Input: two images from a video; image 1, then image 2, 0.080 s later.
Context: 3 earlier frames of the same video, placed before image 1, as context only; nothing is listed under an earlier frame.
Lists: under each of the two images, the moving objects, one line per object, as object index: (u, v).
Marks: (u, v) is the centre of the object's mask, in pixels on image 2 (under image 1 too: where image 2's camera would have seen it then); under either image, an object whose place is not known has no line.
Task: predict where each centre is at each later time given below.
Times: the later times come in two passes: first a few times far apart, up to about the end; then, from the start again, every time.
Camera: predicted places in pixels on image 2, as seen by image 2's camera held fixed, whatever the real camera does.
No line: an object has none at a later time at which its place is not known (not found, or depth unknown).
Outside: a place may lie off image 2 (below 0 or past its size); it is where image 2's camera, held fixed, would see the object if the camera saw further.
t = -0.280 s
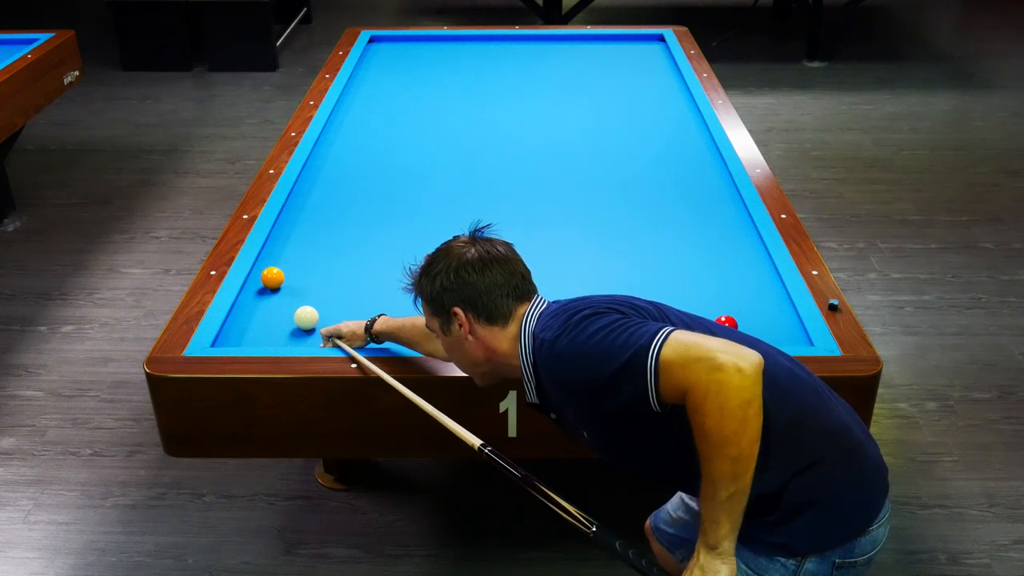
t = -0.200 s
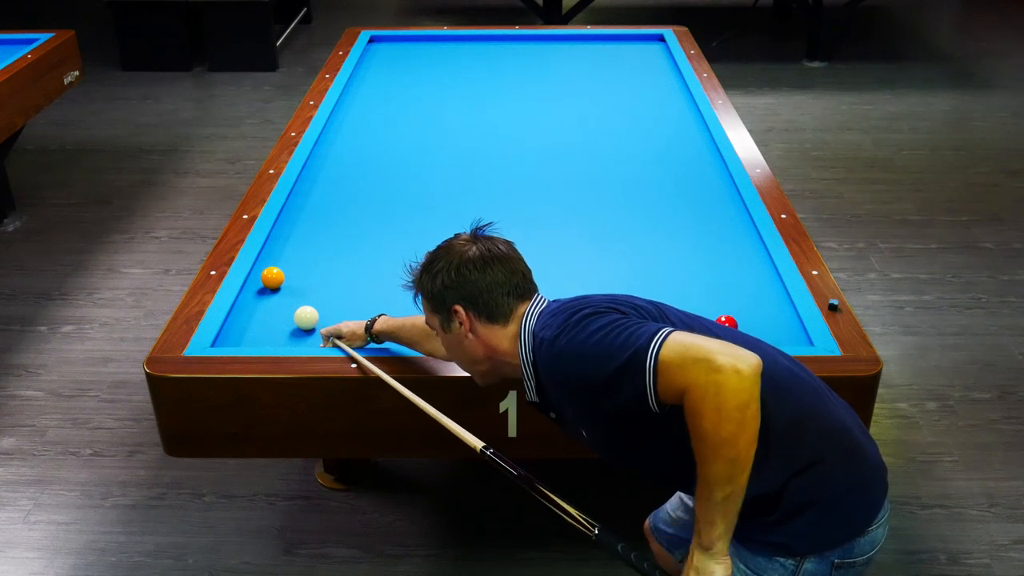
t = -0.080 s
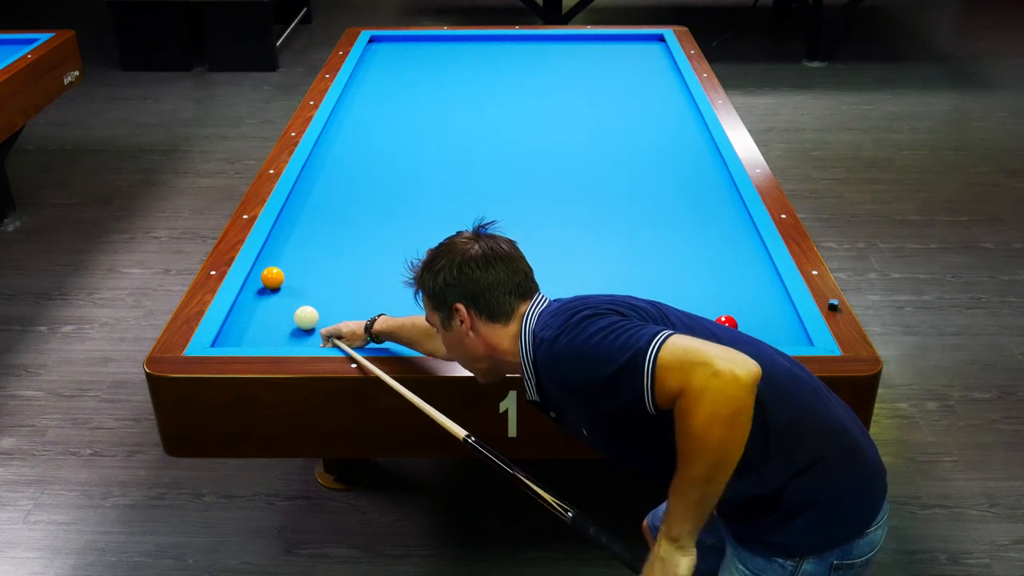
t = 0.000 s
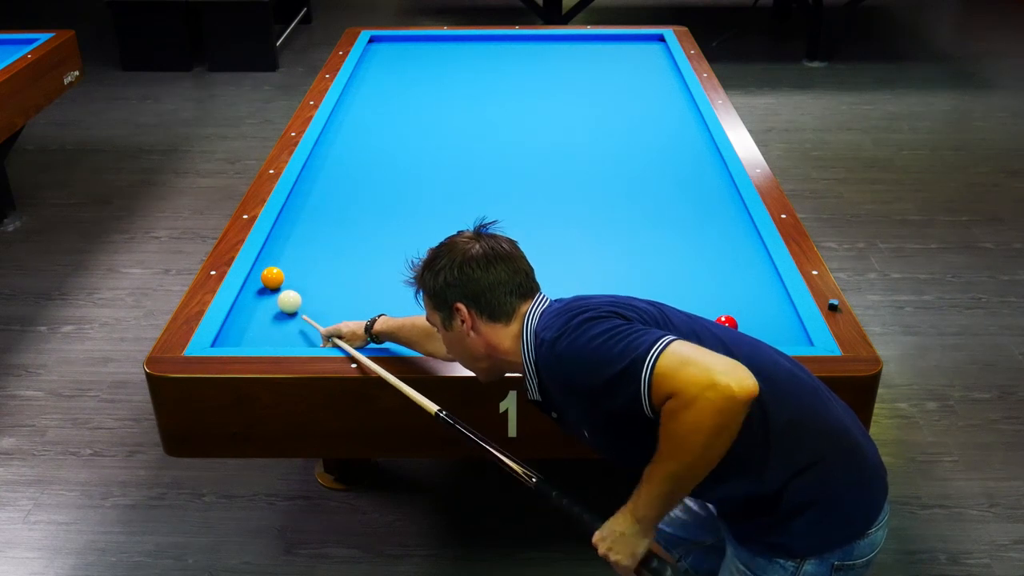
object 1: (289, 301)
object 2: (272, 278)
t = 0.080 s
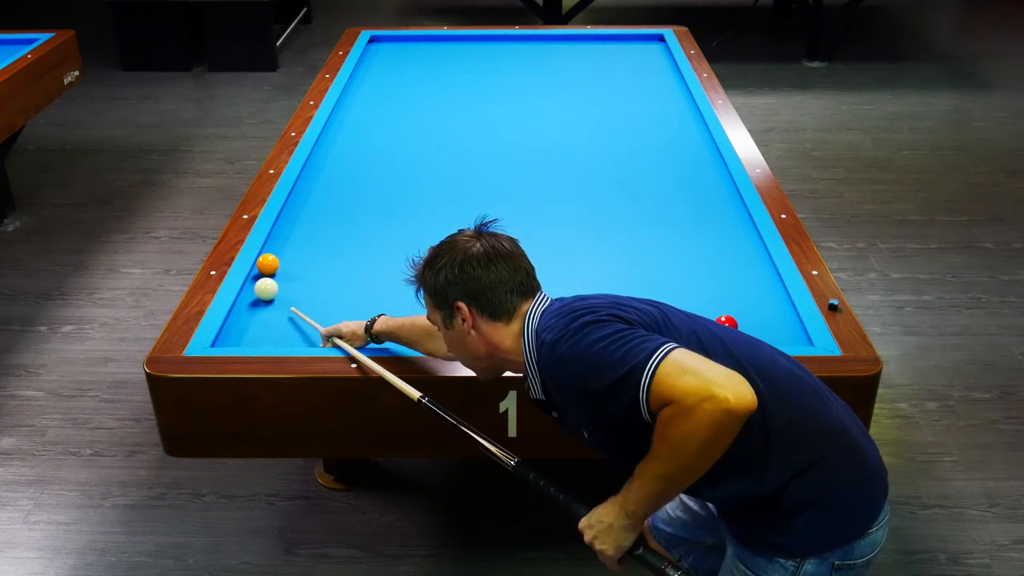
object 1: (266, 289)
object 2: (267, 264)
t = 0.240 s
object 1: (258, 292)
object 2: (306, 228)
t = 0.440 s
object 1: (274, 297)
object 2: (346, 197)
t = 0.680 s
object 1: (293, 303)
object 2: (387, 166)
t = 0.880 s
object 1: (308, 308)
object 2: (416, 143)
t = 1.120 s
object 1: (326, 313)
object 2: (447, 118)
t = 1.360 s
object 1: (343, 320)
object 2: (474, 97)
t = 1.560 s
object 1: (359, 323)
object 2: (495, 81)
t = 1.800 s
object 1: (375, 328)
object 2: (517, 64)
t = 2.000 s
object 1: (389, 332)
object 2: (533, 51)
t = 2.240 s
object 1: (404, 336)
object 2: (551, 37)
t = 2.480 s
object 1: (419, 338)
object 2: (568, 46)
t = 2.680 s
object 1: (431, 339)
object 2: (583, 52)
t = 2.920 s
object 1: (442, 338)
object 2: (602, 61)
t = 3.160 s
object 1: (453, 337)
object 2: (621, 70)
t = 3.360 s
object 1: (461, 335)
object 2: (638, 78)
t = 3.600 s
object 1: (469, 334)
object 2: (659, 87)
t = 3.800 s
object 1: (476, 333)
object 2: (676, 96)
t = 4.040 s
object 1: (482, 331)
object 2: (683, 106)
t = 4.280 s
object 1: (488, 330)
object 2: (678, 114)
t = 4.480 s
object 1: (492, 329)
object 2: (674, 121)
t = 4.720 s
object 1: (496, 328)
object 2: (669, 130)
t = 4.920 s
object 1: (499, 327)
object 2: (664, 138)
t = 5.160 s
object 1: (501, 327)
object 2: (659, 148)
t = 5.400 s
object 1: (503, 326)
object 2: (653, 158)
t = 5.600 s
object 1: (503, 326)
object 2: (648, 166)
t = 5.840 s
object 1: (503, 326)
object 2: (642, 176)
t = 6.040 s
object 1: (503, 326)
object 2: (637, 185)
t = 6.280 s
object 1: (503, 326)
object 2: (631, 195)
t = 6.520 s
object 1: (503, 326)
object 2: (625, 206)
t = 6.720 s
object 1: (503, 326)
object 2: (620, 215)
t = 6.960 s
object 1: (503, 326)
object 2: (613, 225)
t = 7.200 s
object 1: (503, 326)
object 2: (606, 236)
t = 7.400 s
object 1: (503, 326)
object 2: (601, 245)
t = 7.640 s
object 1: (503, 326)
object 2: (594, 256)
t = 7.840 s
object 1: (503, 326)
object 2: (589, 264)
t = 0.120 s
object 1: (258, 290)
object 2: (273, 253)
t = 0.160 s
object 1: (251, 290)
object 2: (285, 244)
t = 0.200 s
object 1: (255, 291)
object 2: (296, 236)
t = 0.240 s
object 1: (258, 292)
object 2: (306, 228)
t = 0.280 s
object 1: (262, 293)
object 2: (315, 222)
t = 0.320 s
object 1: (265, 294)
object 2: (323, 215)
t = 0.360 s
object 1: (268, 295)
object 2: (330, 209)
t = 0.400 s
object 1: (271, 296)
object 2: (338, 203)
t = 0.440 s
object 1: (274, 297)
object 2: (346, 197)
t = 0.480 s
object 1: (278, 298)
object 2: (353, 192)
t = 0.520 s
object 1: (281, 299)
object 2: (360, 186)
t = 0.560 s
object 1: (284, 300)
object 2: (367, 181)
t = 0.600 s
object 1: (287, 301)
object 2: (373, 176)
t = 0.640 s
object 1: (290, 302)
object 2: (380, 170)
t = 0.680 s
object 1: (293, 303)
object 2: (387, 166)
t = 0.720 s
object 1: (296, 304)
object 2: (393, 160)
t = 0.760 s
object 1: (299, 305)
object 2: (399, 156)
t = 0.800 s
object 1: (302, 306)
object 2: (404, 151)
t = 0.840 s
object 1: (305, 307)
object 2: (410, 147)
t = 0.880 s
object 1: (308, 308)
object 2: (416, 143)
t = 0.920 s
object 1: (312, 309)
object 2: (421, 138)
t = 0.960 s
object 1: (315, 310)
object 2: (427, 134)
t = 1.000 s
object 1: (318, 311)
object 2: (432, 130)
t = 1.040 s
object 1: (320, 311)
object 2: (437, 126)
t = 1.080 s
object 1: (323, 313)
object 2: (442, 122)
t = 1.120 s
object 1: (326, 313)
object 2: (447, 118)
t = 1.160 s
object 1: (329, 314)
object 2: (452, 114)
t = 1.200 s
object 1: (332, 315)
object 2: (456, 111)
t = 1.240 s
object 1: (335, 316)
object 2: (461, 107)
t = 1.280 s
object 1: (337, 317)
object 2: (466, 103)
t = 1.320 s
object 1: (341, 319)
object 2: (470, 100)
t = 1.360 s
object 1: (343, 320)
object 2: (474, 97)
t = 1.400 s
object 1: (347, 320)
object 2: (479, 93)
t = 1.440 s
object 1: (350, 320)
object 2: (483, 90)
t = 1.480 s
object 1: (353, 321)
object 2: (487, 87)
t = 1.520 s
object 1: (356, 322)
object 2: (491, 84)
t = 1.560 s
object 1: (359, 323)
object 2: (495, 81)
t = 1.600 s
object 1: (361, 324)
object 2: (499, 78)
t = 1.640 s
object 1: (364, 325)
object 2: (502, 75)
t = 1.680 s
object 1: (367, 326)
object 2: (506, 72)
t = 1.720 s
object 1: (370, 326)
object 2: (509, 69)
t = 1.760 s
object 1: (372, 327)
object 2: (513, 66)
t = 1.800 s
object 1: (375, 328)
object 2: (517, 64)
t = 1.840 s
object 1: (378, 329)
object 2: (520, 61)
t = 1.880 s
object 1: (381, 330)
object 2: (523, 59)
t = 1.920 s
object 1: (383, 330)
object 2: (527, 56)
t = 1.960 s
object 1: (386, 331)
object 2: (530, 53)
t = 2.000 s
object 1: (389, 332)
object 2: (533, 51)
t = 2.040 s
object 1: (391, 333)
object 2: (536, 49)
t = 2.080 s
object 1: (394, 334)
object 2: (539, 46)
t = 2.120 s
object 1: (396, 334)
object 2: (542, 44)
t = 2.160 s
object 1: (399, 335)
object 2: (545, 41)
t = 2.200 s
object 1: (402, 335)
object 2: (548, 39)
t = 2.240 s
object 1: (404, 336)
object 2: (551, 37)
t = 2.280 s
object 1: (407, 336)
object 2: (554, 38)
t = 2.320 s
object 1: (409, 337)
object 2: (556, 40)
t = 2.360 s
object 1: (412, 337)
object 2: (560, 42)
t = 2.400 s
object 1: (414, 338)
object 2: (562, 43)
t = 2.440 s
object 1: (417, 338)
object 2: (566, 44)
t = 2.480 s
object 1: (419, 338)
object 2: (568, 46)
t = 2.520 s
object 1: (422, 339)
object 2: (571, 47)
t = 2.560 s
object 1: (424, 339)
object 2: (574, 48)
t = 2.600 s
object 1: (426, 340)
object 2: (577, 50)
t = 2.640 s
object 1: (428, 340)
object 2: (580, 51)
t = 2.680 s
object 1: (431, 339)
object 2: (583, 52)
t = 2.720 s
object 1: (433, 339)
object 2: (586, 54)
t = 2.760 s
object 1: (435, 339)
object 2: (589, 55)
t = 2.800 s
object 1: (436, 339)
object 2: (593, 57)
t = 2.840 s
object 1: (438, 338)
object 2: (595, 58)
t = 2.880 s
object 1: (440, 338)
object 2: (599, 60)
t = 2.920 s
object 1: (442, 338)
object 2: (602, 61)
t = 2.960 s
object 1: (444, 337)
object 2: (605, 63)
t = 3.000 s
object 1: (446, 337)
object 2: (608, 64)
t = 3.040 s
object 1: (448, 337)
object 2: (611, 66)
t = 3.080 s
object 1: (449, 337)
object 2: (615, 67)
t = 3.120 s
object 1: (451, 337)
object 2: (618, 69)
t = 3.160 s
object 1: (453, 337)
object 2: (621, 70)
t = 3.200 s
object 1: (455, 336)
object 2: (624, 71)
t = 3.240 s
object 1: (456, 336)
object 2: (628, 73)
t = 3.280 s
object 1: (458, 336)
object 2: (631, 75)
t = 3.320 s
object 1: (459, 336)
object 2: (635, 76)
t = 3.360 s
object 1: (461, 335)
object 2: (638, 78)
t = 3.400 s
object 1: (462, 335)
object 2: (641, 79)
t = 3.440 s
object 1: (464, 335)
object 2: (645, 81)
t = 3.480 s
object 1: (465, 335)
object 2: (648, 82)
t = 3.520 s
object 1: (467, 334)
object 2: (652, 84)
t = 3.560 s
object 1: (468, 334)
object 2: (655, 86)
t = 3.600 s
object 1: (469, 334)
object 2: (659, 87)
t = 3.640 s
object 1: (471, 334)
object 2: (662, 89)
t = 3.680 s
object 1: (472, 334)
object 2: (666, 91)
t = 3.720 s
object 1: (473, 333)
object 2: (669, 92)
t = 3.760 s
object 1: (474, 333)
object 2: (673, 94)
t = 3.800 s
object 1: (476, 333)
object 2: (676, 96)
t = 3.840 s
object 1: (477, 332)
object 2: (680, 97)
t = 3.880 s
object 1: (478, 332)
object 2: (684, 99)
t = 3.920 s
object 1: (479, 332)
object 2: (686, 100)
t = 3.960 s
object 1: (480, 332)
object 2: (684, 103)
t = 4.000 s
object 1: (481, 331)
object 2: (682, 106)
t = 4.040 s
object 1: (482, 331)
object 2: (683, 106)
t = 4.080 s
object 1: (483, 331)
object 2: (681, 109)
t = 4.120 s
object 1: (484, 330)
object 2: (681, 109)
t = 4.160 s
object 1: (485, 330)
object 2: (681, 110)
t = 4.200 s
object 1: (486, 330)
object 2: (680, 110)
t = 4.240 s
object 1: (487, 330)
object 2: (679, 112)
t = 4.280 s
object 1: (488, 330)
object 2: (678, 114)
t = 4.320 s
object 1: (489, 329)
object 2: (677, 115)
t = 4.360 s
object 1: (490, 329)
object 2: (677, 116)
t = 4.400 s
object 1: (491, 329)
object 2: (676, 118)
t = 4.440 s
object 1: (491, 329)
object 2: (675, 120)
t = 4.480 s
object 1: (492, 329)
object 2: (674, 121)
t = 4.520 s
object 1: (493, 328)
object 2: (673, 122)
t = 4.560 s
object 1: (494, 328)
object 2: (672, 124)
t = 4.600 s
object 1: (494, 328)
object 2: (671, 126)
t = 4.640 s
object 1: (495, 328)
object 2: (670, 127)
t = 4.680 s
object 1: (496, 328)
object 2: (670, 129)
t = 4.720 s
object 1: (496, 328)
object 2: (669, 130)
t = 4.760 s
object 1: (497, 328)
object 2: (668, 132)
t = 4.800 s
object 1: (497, 327)
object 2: (667, 133)
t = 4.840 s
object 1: (498, 327)
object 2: (666, 135)
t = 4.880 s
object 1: (498, 327)
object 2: (665, 137)
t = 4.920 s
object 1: (499, 327)
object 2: (664, 138)
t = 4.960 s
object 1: (499, 327)
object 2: (664, 140)
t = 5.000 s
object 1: (500, 327)
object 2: (663, 141)
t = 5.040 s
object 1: (500, 327)
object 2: (662, 143)
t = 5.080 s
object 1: (500, 327)
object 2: (661, 145)
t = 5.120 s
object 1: (501, 327)
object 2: (660, 146)
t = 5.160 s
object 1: (501, 327)
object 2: (659, 148)
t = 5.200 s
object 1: (501, 327)
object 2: (658, 150)
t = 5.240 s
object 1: (502, 326)
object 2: (657, 151)
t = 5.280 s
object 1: (502, 326)
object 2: (656, 153)
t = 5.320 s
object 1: (502, 326)
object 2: (655, 155)
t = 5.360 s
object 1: (502, 326)
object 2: (654, 156)
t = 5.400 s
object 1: (503, 326)
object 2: (653, 158)
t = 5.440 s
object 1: (503, 326)
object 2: (652, 159)
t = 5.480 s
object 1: (503, 326)
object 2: (652, 161)
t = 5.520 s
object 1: (503, 326)
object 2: (650, 162)
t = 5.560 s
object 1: (503, 326)
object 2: (649, 164)
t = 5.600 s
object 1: (503, 326)
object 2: (648, 166)
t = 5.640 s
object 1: (503, 326)
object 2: (647, 168)
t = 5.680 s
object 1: (503, 326)
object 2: (646, 169)
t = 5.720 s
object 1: (503, 326)
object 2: (646, 171)
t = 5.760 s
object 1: (503, 326)
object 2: (645, 173)
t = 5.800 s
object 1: (503, 326)
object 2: (644, 174)
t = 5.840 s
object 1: (503, 326)
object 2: (642, 176)
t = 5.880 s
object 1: (503, 326)
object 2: (641, 178)
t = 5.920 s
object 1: (503, 326)
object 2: (640, 179)
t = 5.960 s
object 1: (503, 326)
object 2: (639, 181)
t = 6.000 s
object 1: (503, 326)
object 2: (638, 183)
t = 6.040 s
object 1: (503, 326)
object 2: (637, 185)
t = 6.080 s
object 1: (503, 326)
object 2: (636, 186)
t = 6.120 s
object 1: (503, 326)
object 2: (635, 188)
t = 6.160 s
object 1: (503, 326)
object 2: (634, 190)
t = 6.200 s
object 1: (503, 326)
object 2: (633, 192)
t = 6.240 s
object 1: (503, 326)
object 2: (632, 193)
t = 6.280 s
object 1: (503, 326)
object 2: (631, 195)
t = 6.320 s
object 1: (503, 326)
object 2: (630, 197)
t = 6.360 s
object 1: (503, 326)
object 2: (629, 199)
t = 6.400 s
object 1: (503, 326)
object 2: (628, 200)
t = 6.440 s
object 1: (503, 326)
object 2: (627, 202)
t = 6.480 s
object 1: (503, 326)
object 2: (626, 204)
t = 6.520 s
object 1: (503, 326)
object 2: (625, 206)
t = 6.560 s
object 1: (503, 326)
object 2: (624, 207)
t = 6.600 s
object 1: (503, 326)
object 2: (623, 209)
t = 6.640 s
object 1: (503, 326)
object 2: (622, 211)
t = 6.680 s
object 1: (503, 326)
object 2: (621, 213)
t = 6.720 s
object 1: (503, 326)
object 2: (620, 215)
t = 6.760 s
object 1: (503, 326)
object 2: (618, 216)
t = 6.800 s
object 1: (503, 326)
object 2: (617, 218)
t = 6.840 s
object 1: (503, 326)
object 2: (616, 220)
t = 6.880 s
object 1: (503, 326)
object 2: (615, 221)
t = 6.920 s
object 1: (503, 326)
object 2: (614, 223)
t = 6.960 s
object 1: (503, 326)
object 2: (613, 225)
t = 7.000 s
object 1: (503, 326)
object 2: (612, 227)
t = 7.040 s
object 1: (503, 326)
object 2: (611, 229)
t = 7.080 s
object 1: (503, 326)
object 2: (610, 230)
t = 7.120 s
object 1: (503, 326)
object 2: (609, 232)
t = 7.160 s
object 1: (503, 326)
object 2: (607, 234)
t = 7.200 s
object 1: (503, 326)
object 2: (606, 236)
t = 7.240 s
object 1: (503, 326)
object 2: (605, 238)
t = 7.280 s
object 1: (503, 326)
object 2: (604, 239)
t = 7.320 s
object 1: (503, 326)
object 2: (603, 241)
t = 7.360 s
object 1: (503, 326)
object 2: (602, 243)
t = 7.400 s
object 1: (503, 326)
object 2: (601, 245)
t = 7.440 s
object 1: (503, 326)
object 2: (600, 247)
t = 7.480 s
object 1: (503, 326)
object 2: (599, 249)
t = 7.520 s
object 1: (503, 326)
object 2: (597, 250)
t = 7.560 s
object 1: (503, 326)
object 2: (597, 252)
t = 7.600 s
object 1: (503, 326)
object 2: (595, 254)
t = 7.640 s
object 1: (503, 326)
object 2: (594, 256)
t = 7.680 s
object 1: (503, 326)
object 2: (593, 258)
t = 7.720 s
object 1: (503, 326)
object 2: (592, 259)
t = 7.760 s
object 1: (503, 326)
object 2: (591, 261)
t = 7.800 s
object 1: (503, 326)
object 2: (590, 262)
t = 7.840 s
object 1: (503, 326)
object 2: (589, 264)
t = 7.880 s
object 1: (503, 326)
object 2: (588, 266)
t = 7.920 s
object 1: (503, 326)
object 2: (586, 269)
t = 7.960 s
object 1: (503, 326)
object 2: (585, 270)
